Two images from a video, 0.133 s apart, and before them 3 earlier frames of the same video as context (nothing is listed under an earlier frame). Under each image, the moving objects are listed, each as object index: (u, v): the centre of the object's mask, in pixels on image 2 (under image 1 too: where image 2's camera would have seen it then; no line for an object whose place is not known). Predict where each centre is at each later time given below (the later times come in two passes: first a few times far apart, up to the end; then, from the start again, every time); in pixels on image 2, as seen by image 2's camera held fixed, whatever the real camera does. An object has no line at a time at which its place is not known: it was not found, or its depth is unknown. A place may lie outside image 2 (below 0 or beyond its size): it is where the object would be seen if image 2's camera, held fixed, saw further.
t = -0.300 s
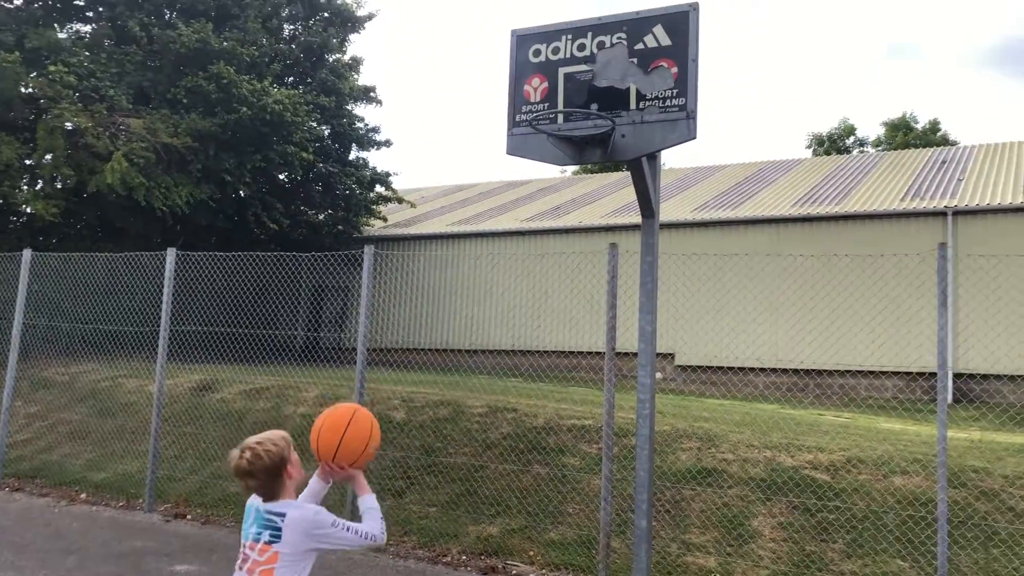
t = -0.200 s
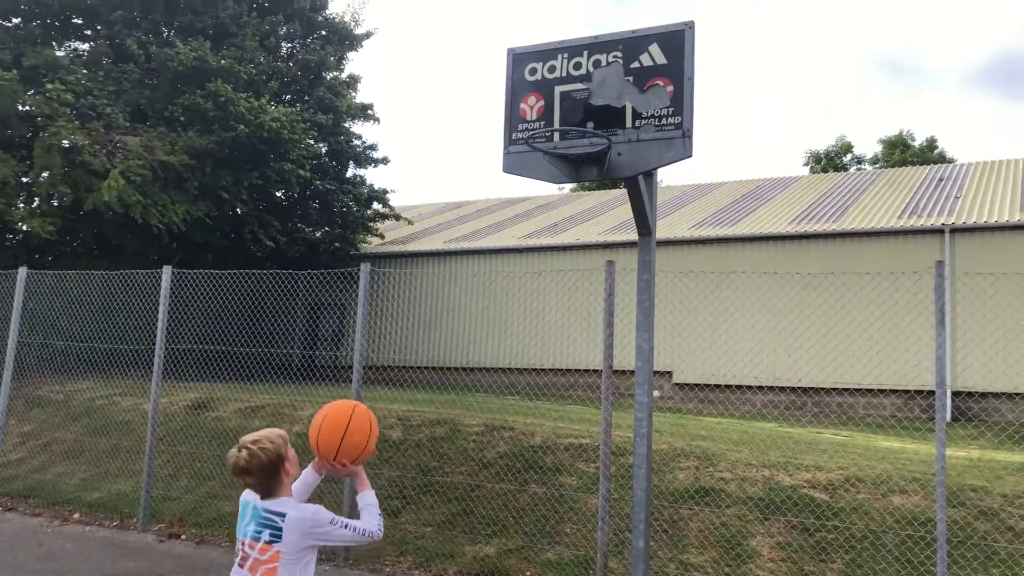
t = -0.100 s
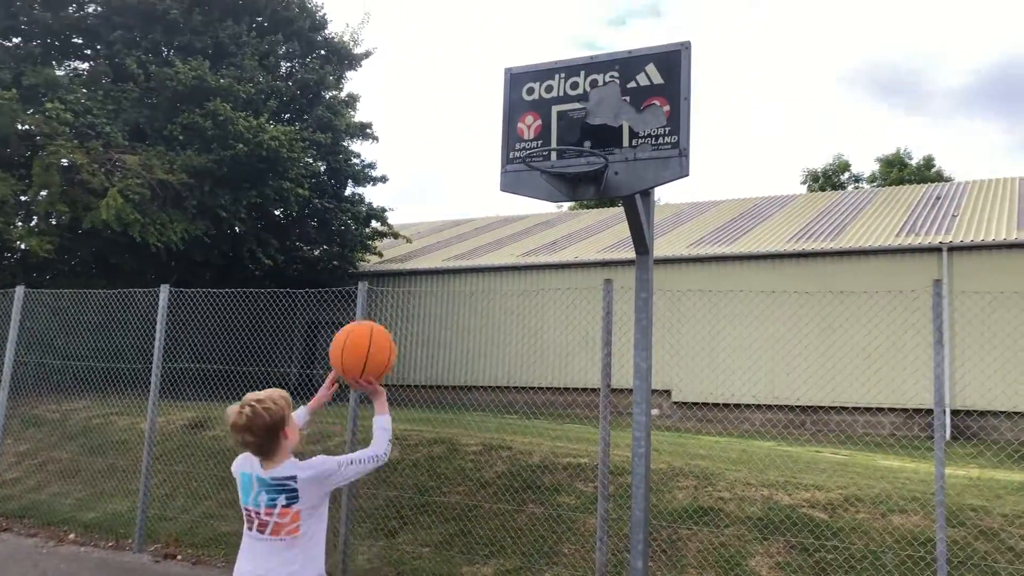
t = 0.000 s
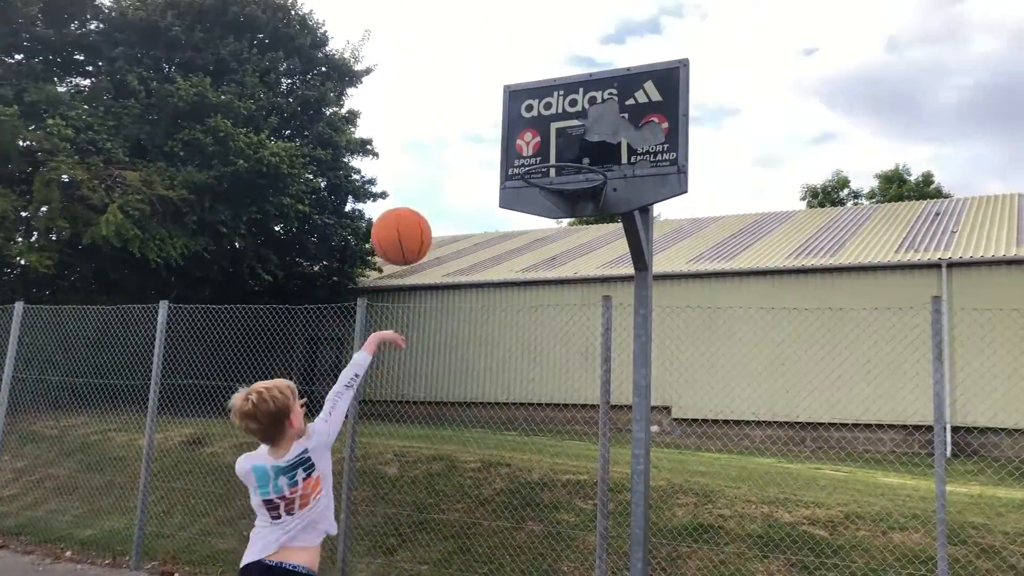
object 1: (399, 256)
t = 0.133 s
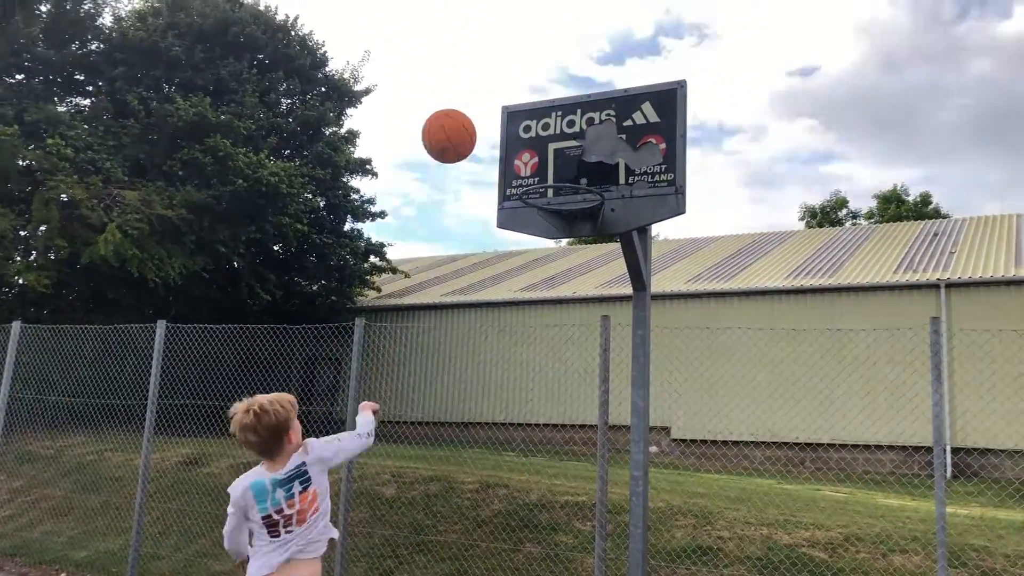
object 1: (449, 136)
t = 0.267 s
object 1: (489, 68)
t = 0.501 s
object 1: (543, 43)
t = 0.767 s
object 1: (588, 126)
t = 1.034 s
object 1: (589, 142)
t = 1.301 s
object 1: (561, 144)
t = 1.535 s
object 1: (524, 269)
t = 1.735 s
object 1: (480, 521)
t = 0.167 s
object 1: (460, 115)
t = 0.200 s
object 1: (470, 96)
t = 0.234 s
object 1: (480, 81)
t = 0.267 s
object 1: (489, 68)
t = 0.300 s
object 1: (498, 58)
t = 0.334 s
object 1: (506, 50)
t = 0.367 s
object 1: (514, 45)
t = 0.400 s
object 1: (522, 41)
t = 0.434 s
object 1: (529, 40)
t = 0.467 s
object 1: (536, 41)
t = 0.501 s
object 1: (543, 43)
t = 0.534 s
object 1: (549, 48)
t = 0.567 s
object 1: (555, 54)
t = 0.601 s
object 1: (561, 62)
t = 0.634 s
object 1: (567, 72)
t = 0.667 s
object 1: (572, 82)
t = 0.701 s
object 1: (578, 95)
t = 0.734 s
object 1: (583, 110)
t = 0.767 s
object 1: (588, 126)
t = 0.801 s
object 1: (592, 144)
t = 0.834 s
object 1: (597, 162)
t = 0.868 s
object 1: (601, 175)
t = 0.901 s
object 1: (599, 183)
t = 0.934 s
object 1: (597, 170)
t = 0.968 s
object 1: (595, 160)
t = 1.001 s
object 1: (592, 151)
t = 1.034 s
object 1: (589, 142)
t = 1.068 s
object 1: (585, 136)
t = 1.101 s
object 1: (583, 131)
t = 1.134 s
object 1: (579, 129)
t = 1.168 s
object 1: (576, 127)
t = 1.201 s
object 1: (573, 128)
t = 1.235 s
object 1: (569, 131)
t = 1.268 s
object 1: (565, 137)
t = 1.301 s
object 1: (561, 144)
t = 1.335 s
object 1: (556, 154)
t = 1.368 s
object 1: (552, 166)
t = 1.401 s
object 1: (547, 180)
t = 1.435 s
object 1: (543, 197)
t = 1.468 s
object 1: (536, 218)
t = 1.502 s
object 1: (531, 241)
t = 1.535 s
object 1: (524, 269)
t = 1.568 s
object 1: (518, 299)
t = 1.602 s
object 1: (512, 333)
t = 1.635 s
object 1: (504, 372)
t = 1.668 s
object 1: (496, 417)
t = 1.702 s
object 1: (488, 465)
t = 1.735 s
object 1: (480, 521)
